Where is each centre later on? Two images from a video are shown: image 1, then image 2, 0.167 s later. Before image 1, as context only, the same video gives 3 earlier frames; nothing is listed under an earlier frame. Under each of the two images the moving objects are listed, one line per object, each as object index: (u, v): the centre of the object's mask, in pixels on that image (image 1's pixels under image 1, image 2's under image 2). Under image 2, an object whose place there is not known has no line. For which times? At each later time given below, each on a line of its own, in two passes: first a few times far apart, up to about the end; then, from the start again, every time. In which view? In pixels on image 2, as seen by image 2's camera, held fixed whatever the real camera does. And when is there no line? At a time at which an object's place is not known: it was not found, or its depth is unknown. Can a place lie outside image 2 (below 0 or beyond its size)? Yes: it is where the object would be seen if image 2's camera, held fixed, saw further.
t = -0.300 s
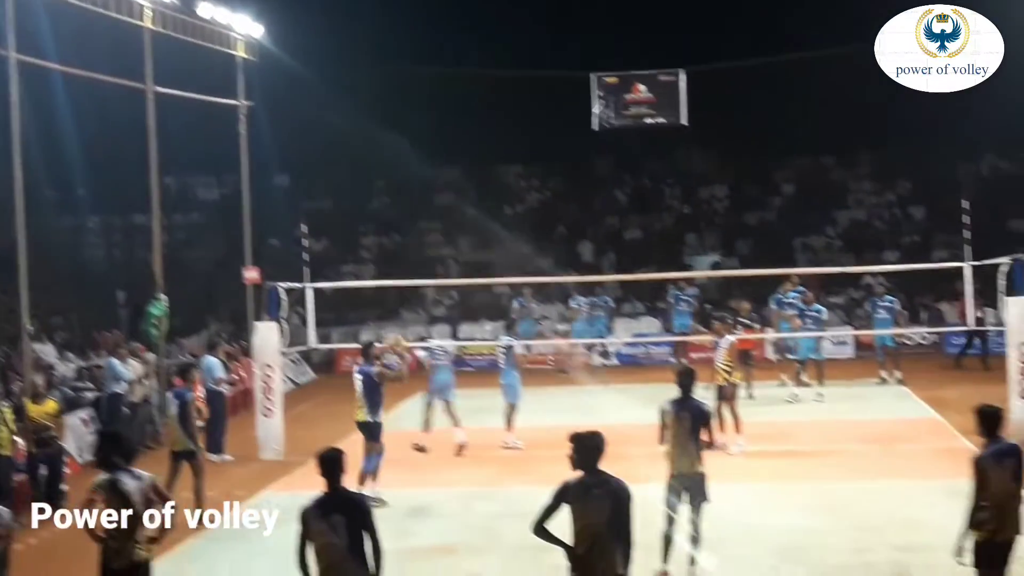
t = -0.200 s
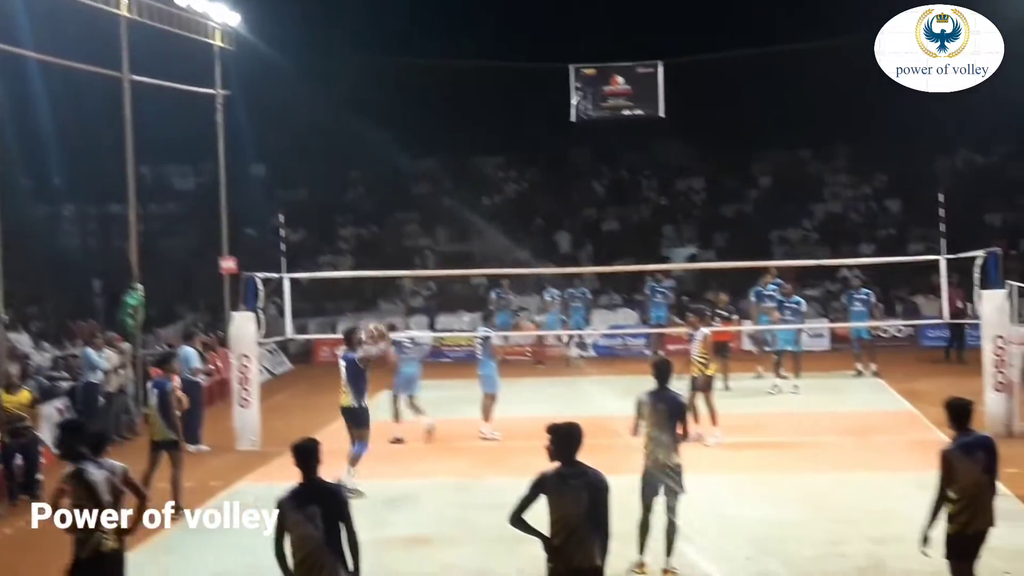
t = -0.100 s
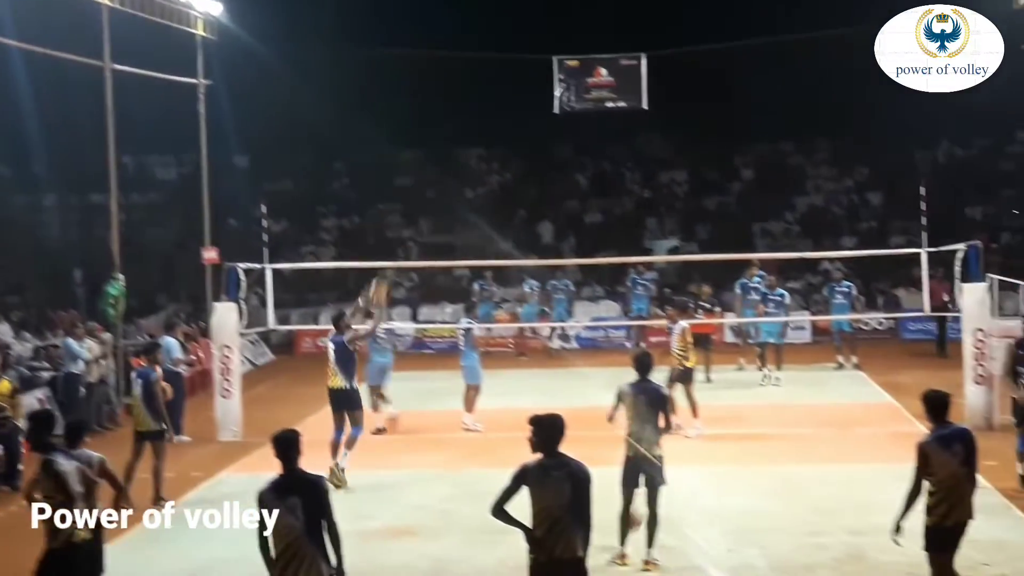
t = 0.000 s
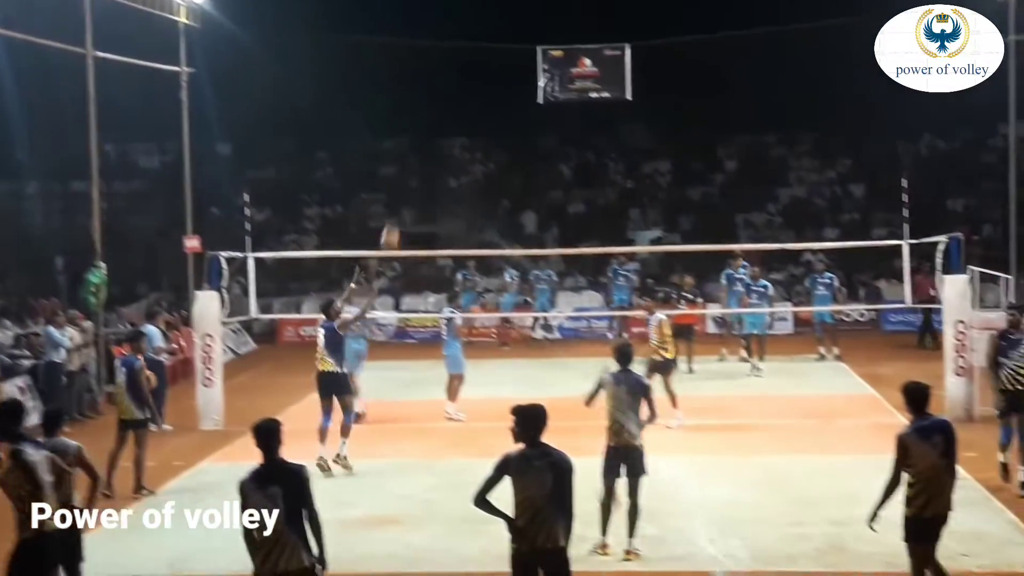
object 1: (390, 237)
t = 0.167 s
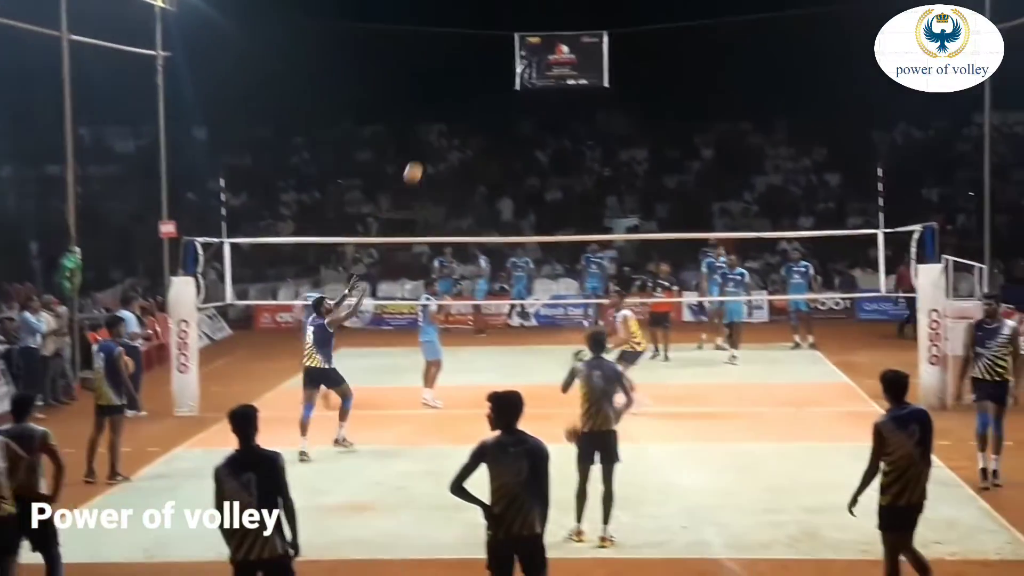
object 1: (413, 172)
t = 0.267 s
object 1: (437, 154)
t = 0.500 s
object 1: (494, 140)
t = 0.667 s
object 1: (537, 156)
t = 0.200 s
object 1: (421, 166)
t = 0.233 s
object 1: (429, 159)
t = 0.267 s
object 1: (437, 154)
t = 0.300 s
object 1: (446, 149)
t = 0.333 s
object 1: (452, 146)
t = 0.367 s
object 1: (461, 142)
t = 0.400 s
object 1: (470, 141)
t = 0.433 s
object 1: (478, 140)
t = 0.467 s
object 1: (486, 140)
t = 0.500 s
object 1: (494, 140)
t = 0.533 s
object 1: (503, 142)
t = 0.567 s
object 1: (512, 144)
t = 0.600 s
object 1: (519, 148)
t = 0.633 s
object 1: (529, 151)
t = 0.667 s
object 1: (537, 156)
